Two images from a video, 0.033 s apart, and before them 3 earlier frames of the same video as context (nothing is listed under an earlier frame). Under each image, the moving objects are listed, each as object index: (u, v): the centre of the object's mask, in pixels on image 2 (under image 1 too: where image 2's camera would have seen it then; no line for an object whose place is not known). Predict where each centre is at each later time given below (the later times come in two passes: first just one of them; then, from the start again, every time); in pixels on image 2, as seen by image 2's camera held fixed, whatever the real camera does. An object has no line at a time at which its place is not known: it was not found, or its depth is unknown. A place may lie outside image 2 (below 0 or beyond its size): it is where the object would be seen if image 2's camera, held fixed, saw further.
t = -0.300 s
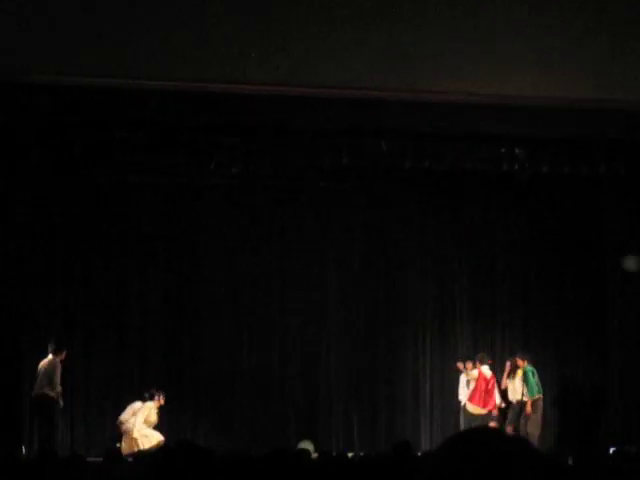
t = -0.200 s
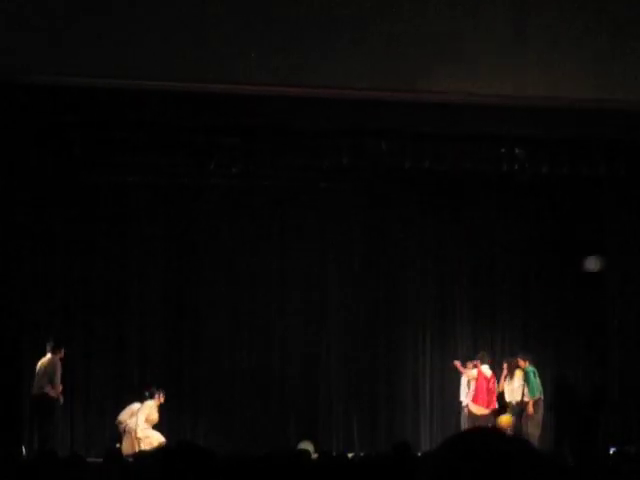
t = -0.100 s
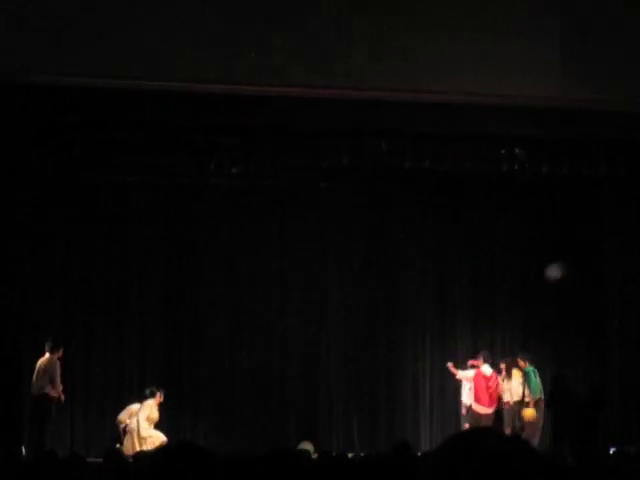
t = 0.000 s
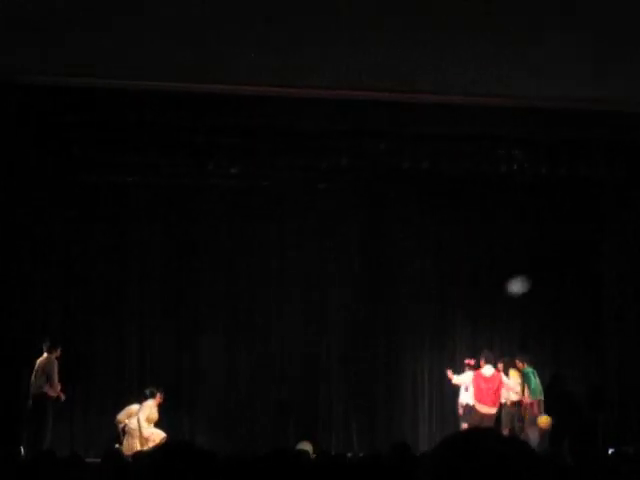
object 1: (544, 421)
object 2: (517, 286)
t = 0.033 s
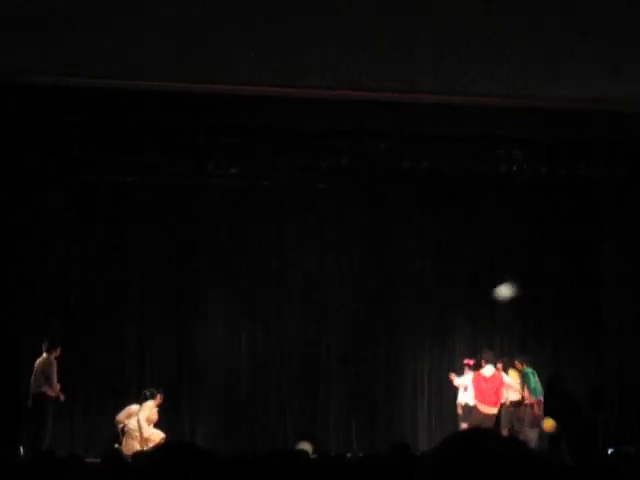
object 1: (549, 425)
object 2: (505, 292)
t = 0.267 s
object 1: (577, 439)
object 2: (425, 351)
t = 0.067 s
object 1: (553, 429)
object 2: (493, 297)
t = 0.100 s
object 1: (558, 434)
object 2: (482, 304)
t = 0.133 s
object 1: (563, 440)
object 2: (470, 312)
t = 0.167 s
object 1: (568, 446)
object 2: (458, 321)
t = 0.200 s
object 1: (571, 448)
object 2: (447, 330)
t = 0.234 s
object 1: (575, 444)
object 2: (435, 340)
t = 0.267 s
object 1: (577, 439)
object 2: (425, 351)
